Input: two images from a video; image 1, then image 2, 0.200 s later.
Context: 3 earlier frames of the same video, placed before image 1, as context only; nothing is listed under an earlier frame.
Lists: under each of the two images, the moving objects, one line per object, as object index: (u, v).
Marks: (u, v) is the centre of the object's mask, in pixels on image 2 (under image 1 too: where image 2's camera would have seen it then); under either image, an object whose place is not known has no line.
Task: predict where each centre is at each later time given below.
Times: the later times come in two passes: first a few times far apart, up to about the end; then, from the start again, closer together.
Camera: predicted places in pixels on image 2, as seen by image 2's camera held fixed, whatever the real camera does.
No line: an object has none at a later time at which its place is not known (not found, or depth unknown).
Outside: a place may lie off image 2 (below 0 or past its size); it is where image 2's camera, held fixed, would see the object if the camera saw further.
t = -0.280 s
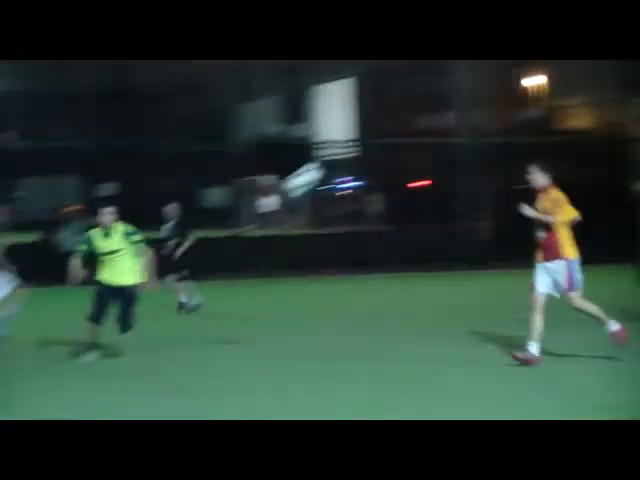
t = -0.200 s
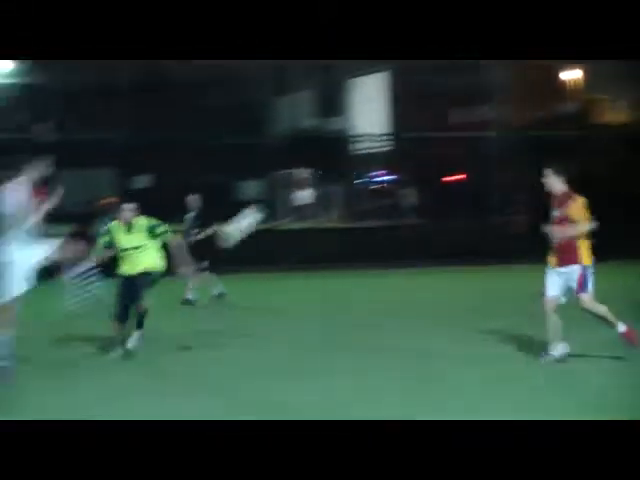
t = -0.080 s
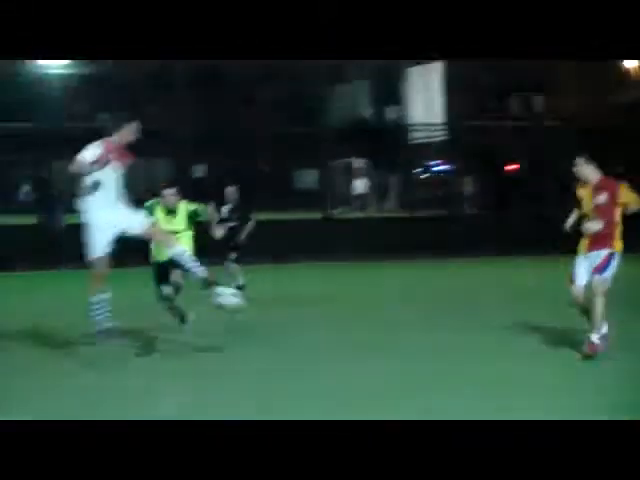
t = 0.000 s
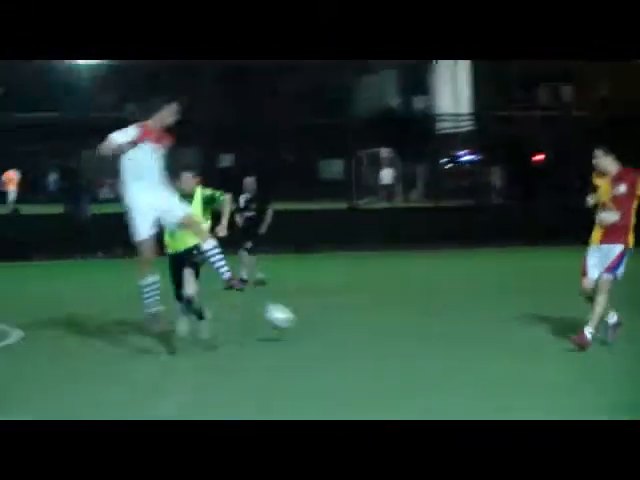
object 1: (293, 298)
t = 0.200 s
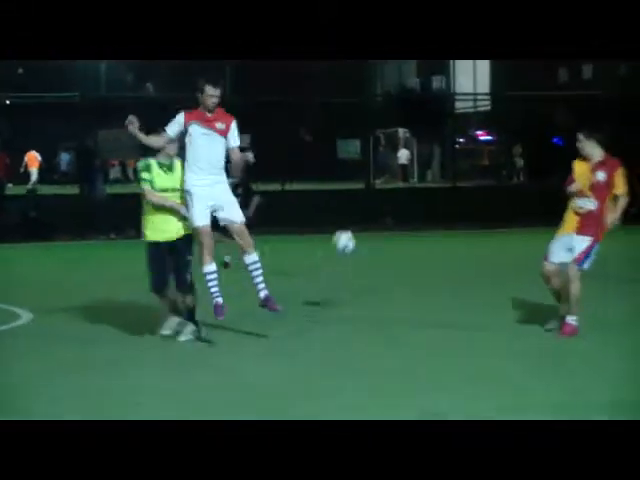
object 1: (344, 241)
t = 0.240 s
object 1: (352, 230)
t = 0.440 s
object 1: (391, 197)
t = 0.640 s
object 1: (431, 205)
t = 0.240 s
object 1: (352, 230)
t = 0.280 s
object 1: (359, 220)
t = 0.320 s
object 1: (368, 212)
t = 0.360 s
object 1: (376, 205)
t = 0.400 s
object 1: (383, 201)
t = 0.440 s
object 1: (391, 197)
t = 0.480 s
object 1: (398, 195)
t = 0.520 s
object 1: (406, 195)
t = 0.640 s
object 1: (431, 205)
